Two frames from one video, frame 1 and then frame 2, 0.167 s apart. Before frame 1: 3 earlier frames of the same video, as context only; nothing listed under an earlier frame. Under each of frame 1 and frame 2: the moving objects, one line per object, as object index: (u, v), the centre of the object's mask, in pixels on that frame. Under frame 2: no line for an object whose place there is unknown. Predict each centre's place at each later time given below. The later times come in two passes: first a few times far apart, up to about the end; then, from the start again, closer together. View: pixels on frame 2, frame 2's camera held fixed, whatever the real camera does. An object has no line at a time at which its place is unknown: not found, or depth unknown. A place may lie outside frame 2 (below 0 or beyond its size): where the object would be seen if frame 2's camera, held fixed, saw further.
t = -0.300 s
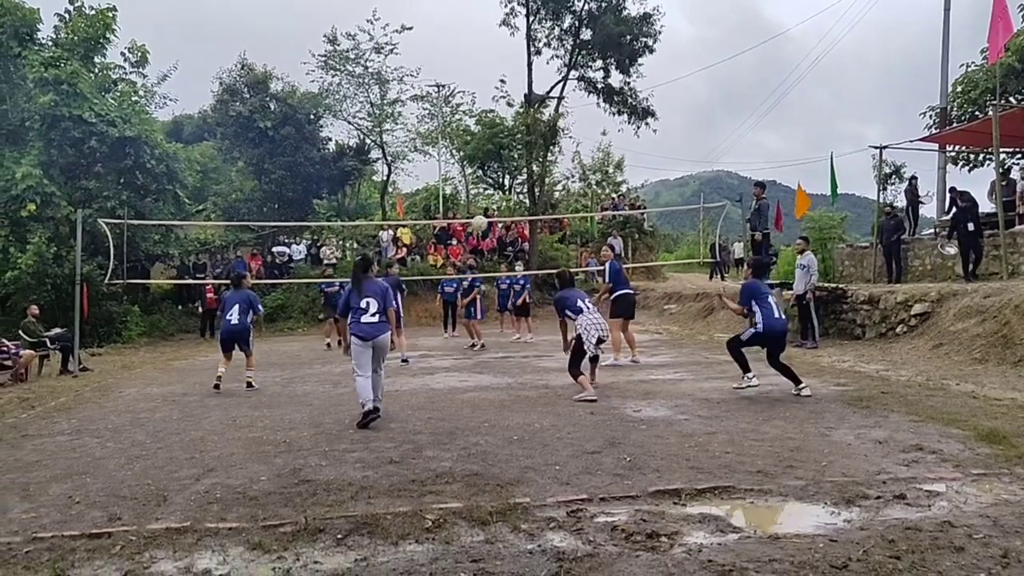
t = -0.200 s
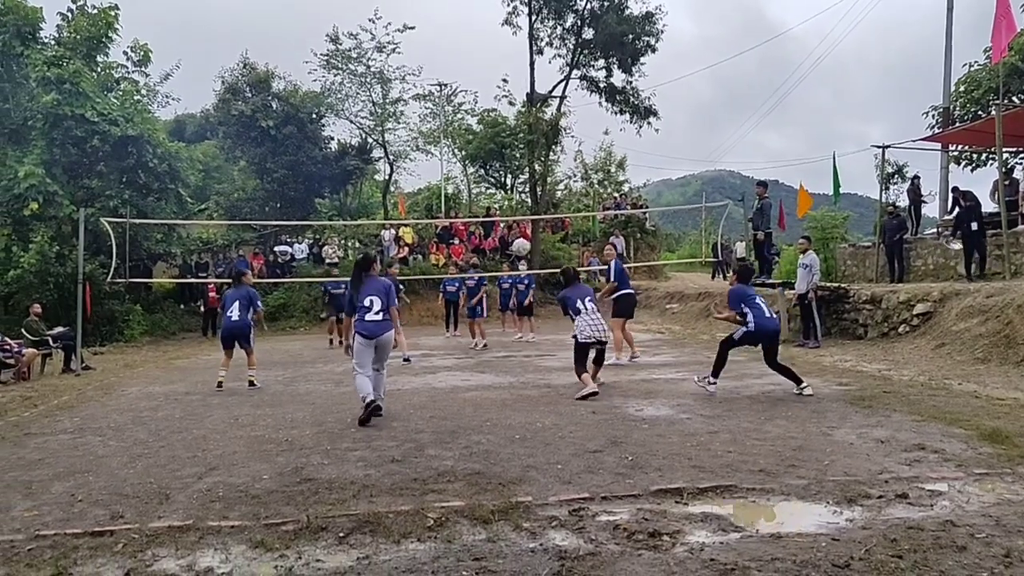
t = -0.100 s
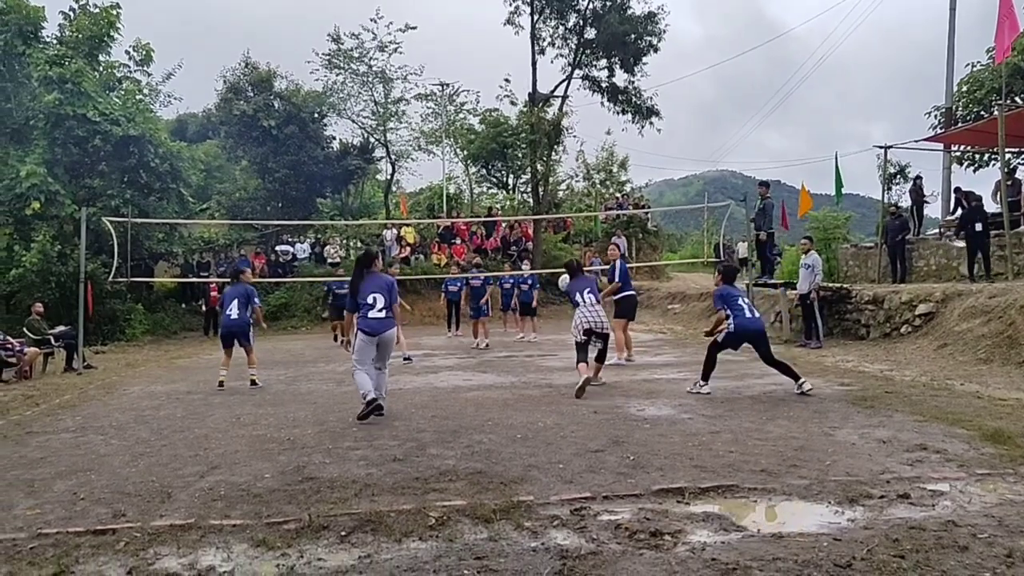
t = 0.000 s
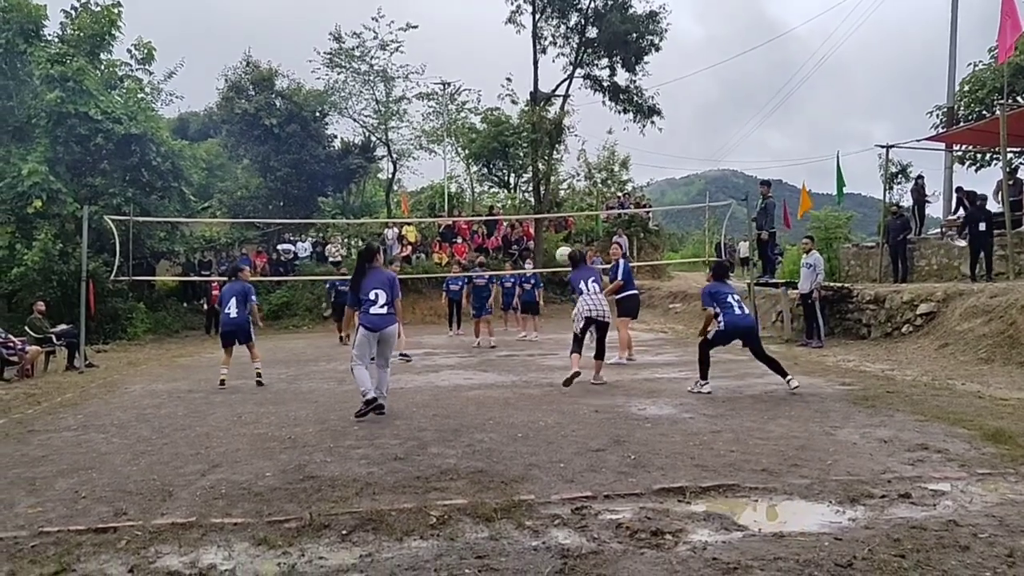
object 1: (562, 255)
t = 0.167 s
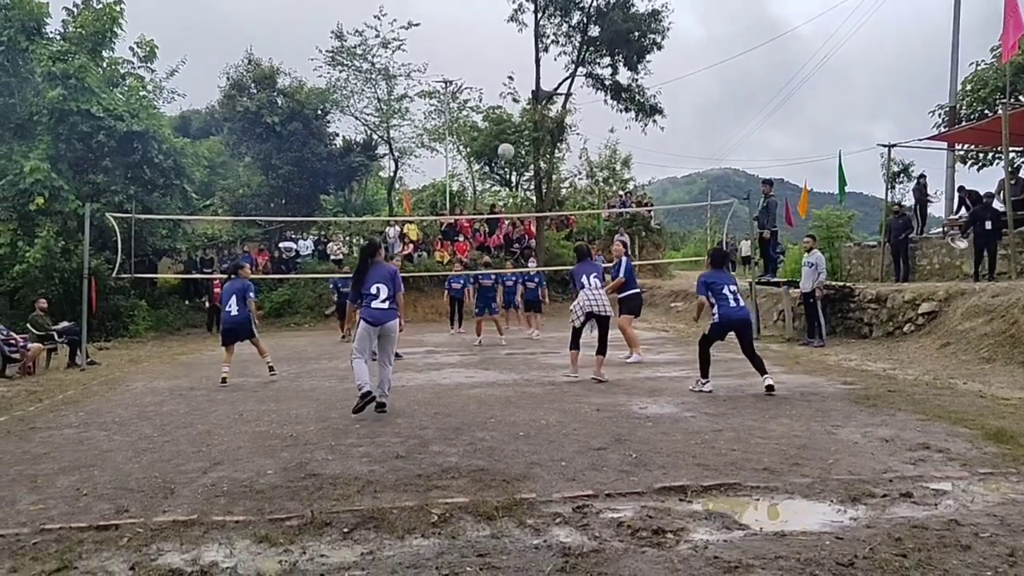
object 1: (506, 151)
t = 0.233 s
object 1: (485, 120)
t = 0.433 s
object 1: (431, 56)
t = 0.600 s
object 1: (393, 29)
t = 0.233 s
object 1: (485, 120)
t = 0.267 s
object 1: (477, 108)
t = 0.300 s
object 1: (465, 96)
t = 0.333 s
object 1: (457, 85)
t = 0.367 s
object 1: (448, 74)
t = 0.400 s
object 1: (439, 64)
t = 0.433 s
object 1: (431, 56)
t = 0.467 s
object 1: (423, 49)
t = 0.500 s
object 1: (415, 43)
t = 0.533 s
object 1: (408, 38)
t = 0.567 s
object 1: (400, 33)
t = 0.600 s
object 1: (393, 29)
